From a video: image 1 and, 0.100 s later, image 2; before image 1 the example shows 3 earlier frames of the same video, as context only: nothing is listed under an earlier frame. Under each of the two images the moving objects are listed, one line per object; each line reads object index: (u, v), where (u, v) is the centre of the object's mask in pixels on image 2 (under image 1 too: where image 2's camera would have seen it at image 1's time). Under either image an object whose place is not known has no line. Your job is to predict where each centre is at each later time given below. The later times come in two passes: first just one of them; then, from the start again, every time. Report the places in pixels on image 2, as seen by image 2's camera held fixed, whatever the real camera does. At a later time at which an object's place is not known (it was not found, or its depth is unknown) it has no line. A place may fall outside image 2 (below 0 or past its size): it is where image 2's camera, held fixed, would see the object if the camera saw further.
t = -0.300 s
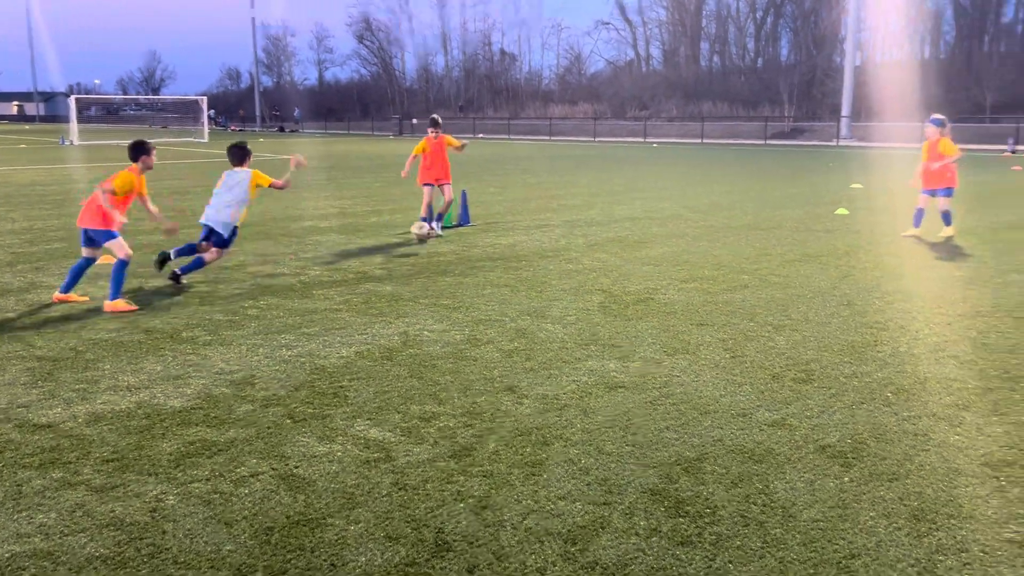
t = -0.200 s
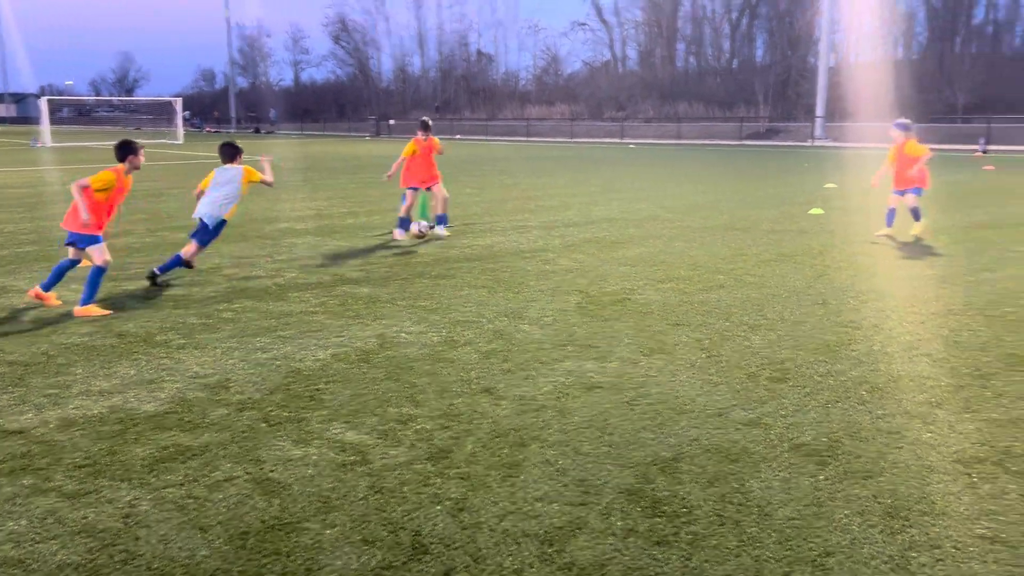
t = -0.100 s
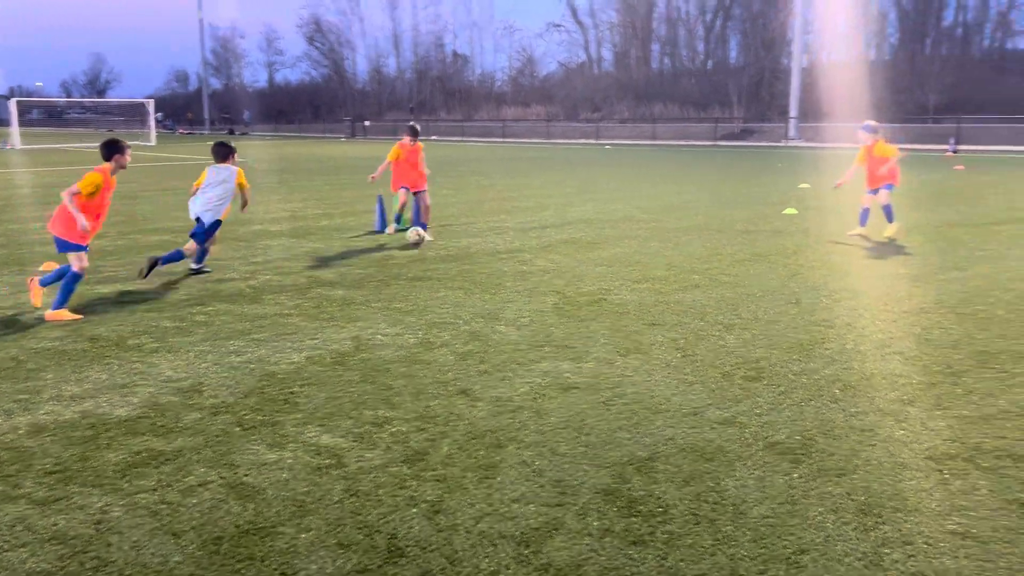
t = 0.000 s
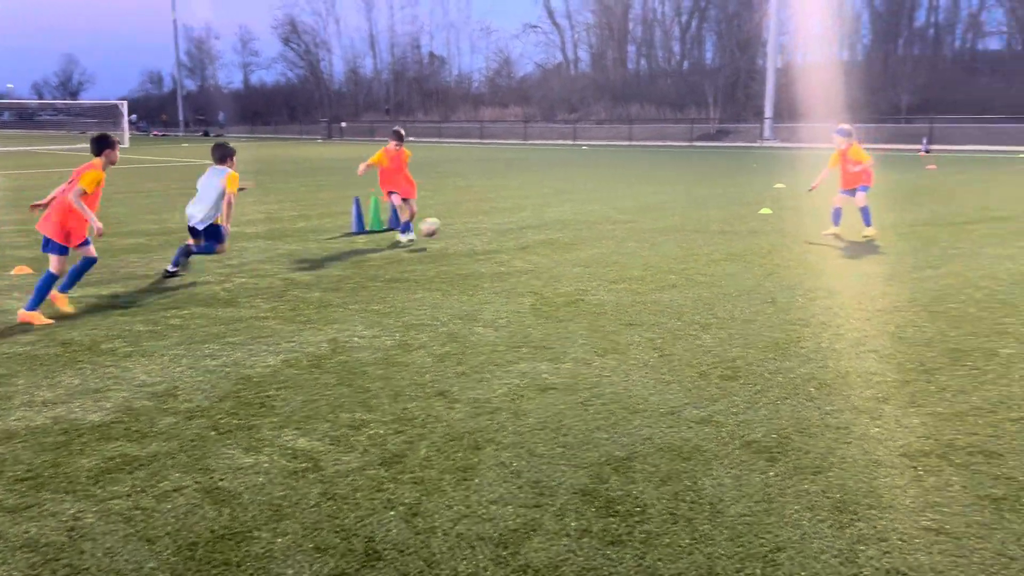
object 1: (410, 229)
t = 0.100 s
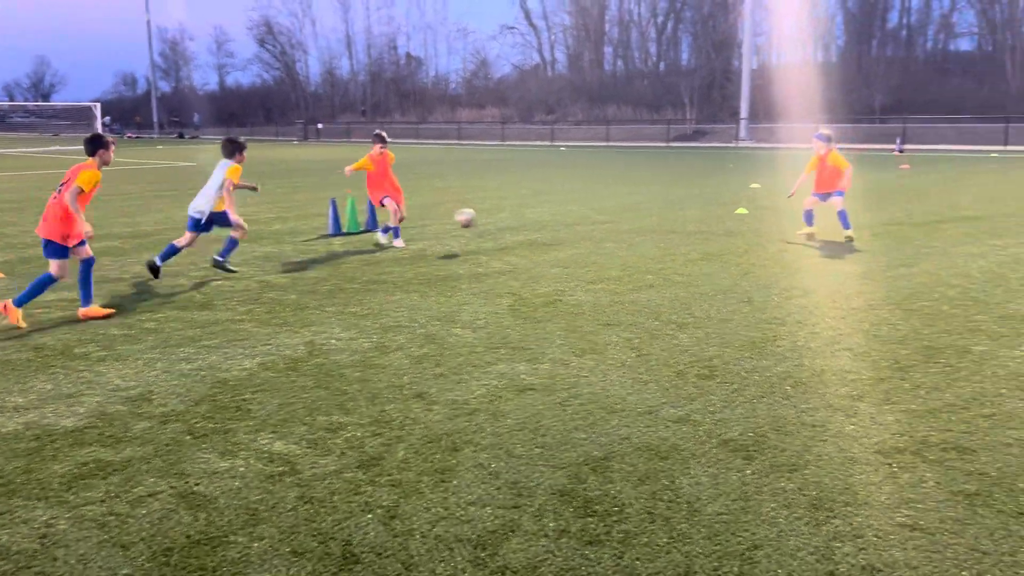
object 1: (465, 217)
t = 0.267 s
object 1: (560, 220)
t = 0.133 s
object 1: (484, 216)
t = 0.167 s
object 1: (503, 216)
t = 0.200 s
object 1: (522, 216)
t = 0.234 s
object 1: (541, 217)
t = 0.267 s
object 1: (560, 220)
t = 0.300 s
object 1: (580, 223)
